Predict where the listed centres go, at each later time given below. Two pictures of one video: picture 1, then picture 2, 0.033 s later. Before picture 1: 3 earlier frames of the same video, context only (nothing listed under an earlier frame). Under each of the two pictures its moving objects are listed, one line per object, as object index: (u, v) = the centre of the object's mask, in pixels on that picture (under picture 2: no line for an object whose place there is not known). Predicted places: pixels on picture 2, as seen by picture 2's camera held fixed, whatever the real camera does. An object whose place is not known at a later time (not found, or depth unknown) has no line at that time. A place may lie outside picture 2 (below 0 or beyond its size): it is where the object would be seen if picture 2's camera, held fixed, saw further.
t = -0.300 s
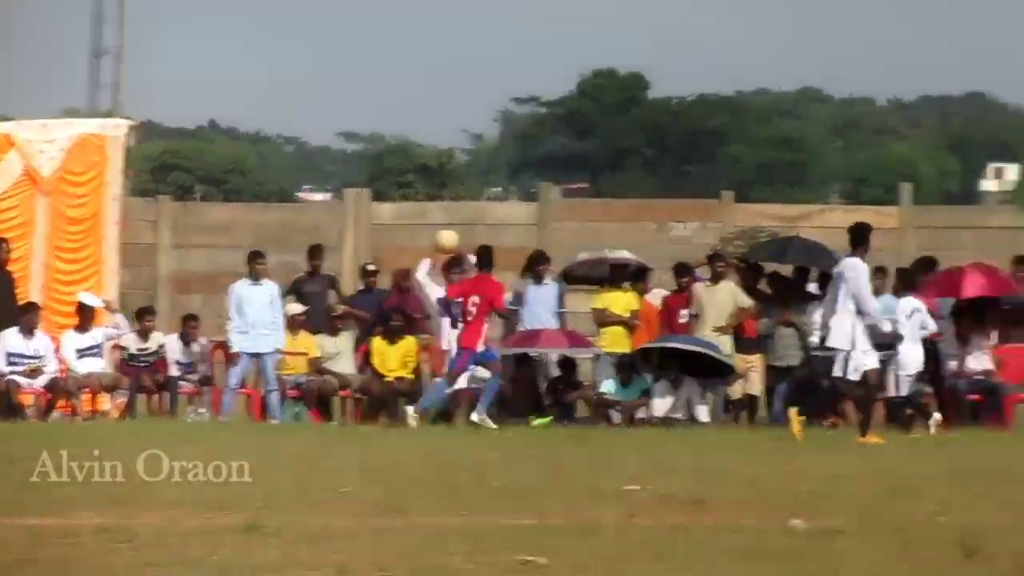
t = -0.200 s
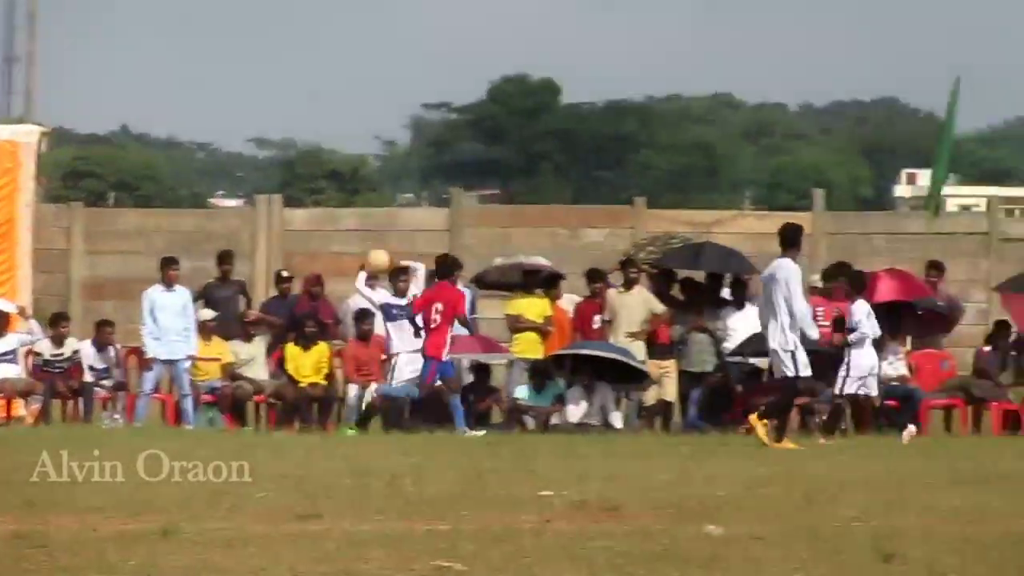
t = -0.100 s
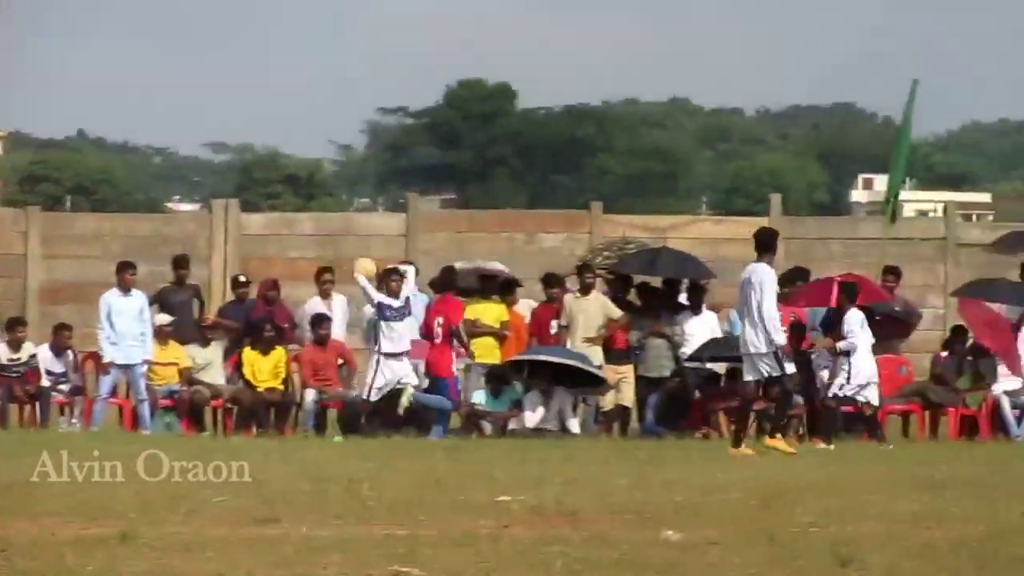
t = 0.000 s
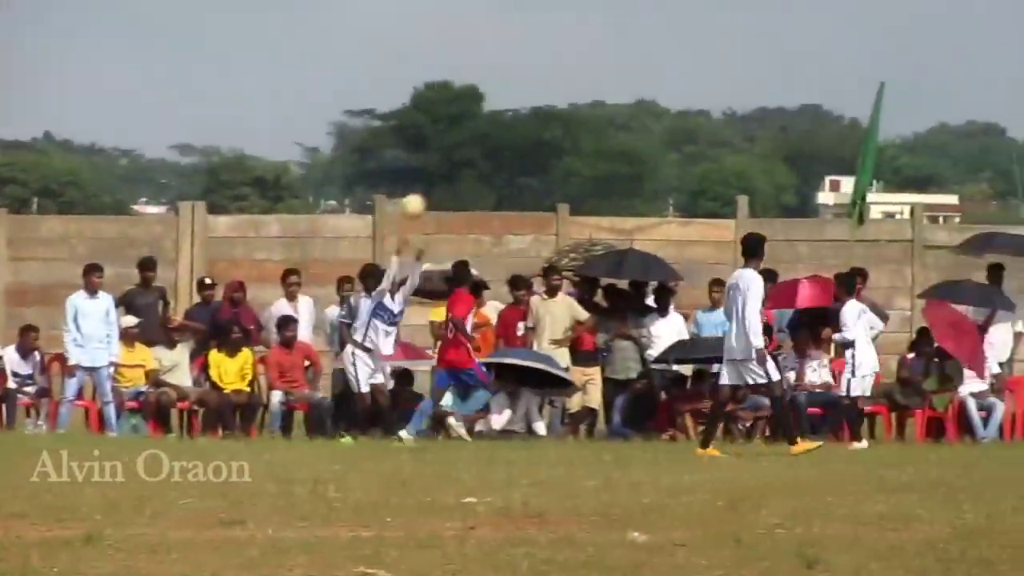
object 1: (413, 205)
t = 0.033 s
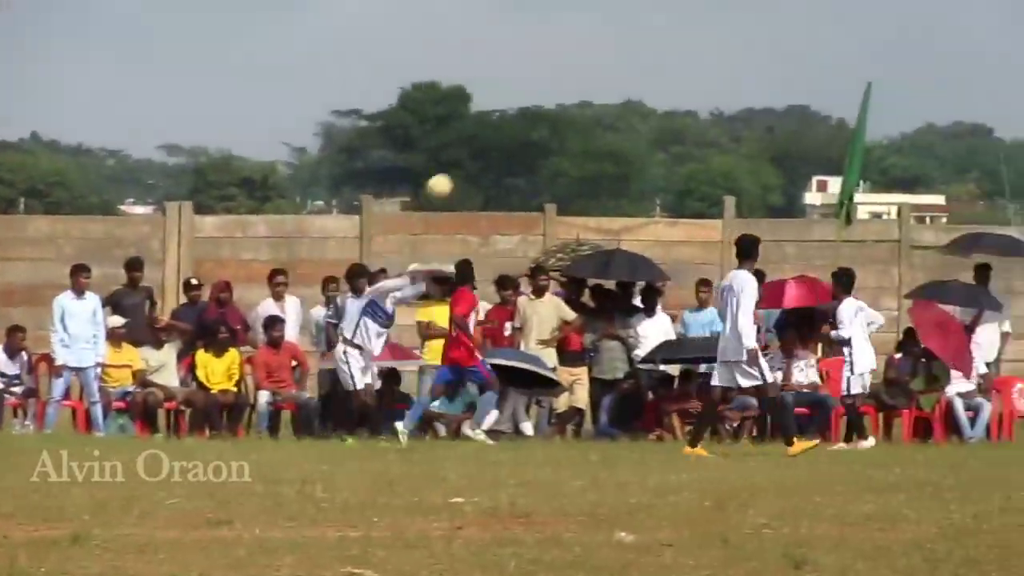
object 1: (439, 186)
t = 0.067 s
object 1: (479, 167)
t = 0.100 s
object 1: (519, 148)
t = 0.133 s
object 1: (560, 130)
